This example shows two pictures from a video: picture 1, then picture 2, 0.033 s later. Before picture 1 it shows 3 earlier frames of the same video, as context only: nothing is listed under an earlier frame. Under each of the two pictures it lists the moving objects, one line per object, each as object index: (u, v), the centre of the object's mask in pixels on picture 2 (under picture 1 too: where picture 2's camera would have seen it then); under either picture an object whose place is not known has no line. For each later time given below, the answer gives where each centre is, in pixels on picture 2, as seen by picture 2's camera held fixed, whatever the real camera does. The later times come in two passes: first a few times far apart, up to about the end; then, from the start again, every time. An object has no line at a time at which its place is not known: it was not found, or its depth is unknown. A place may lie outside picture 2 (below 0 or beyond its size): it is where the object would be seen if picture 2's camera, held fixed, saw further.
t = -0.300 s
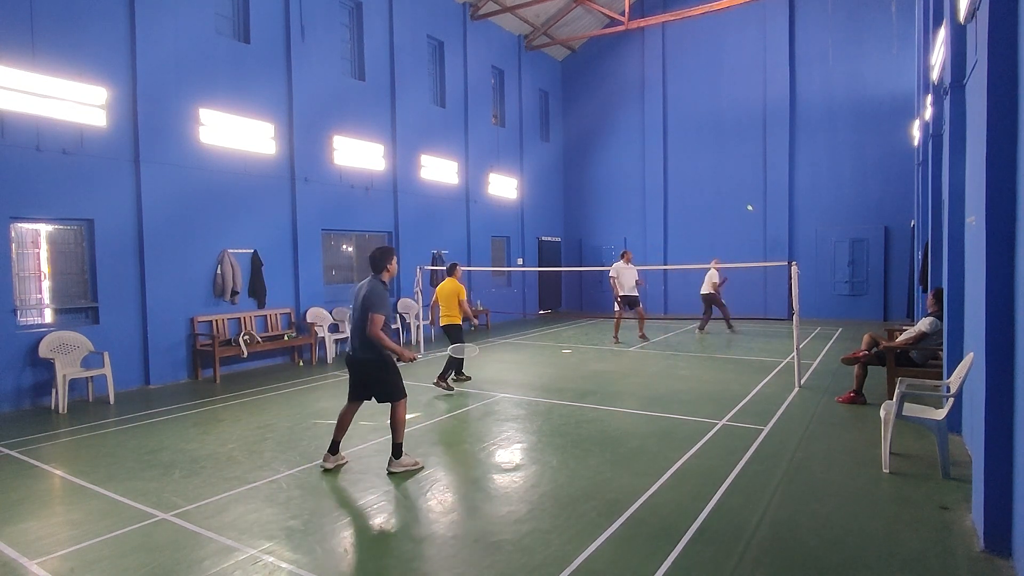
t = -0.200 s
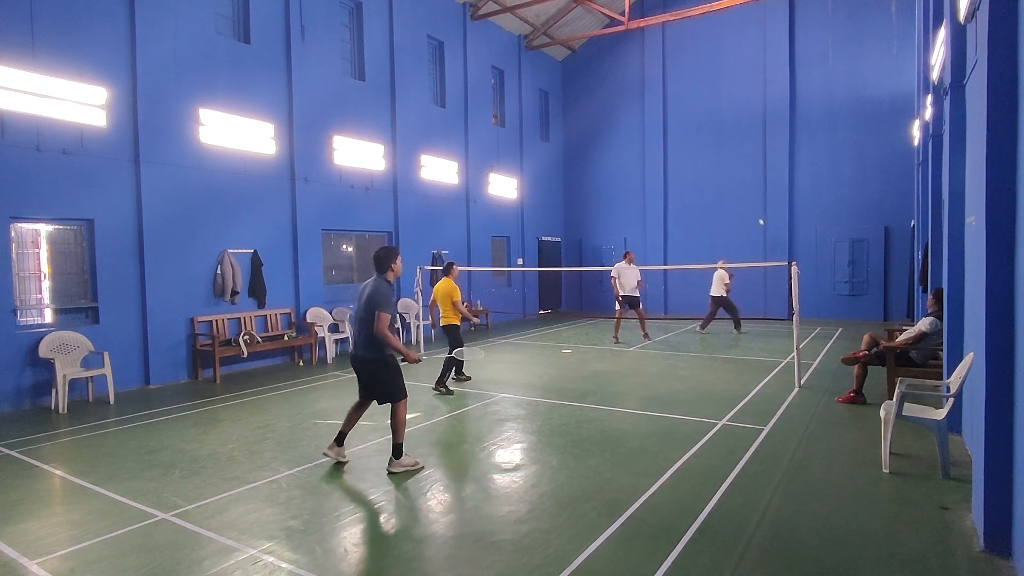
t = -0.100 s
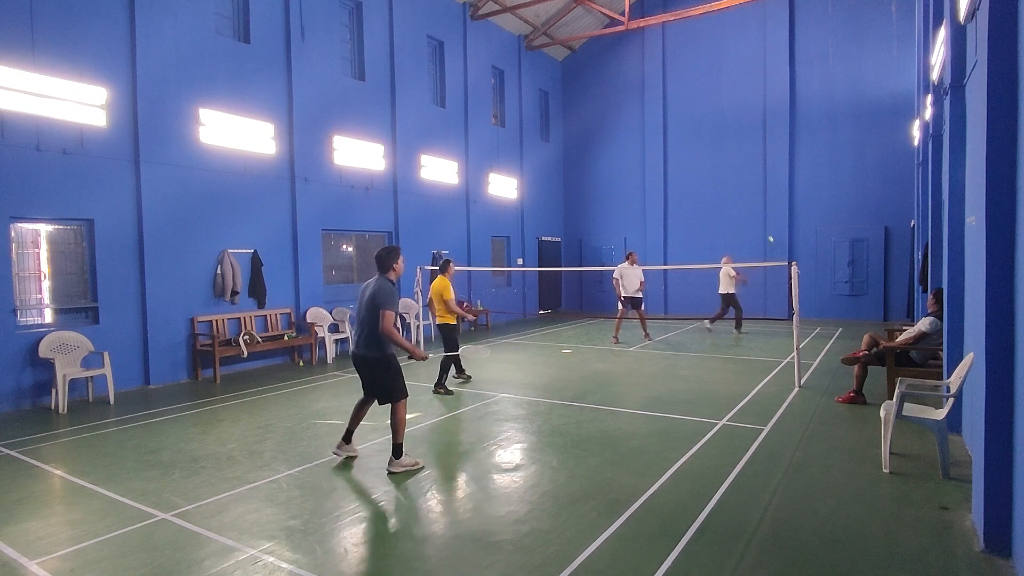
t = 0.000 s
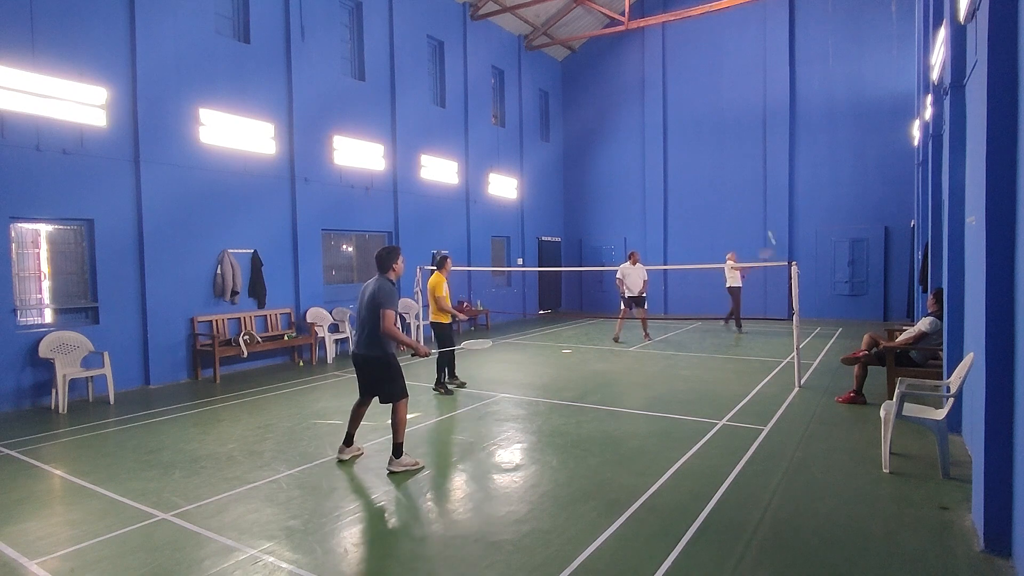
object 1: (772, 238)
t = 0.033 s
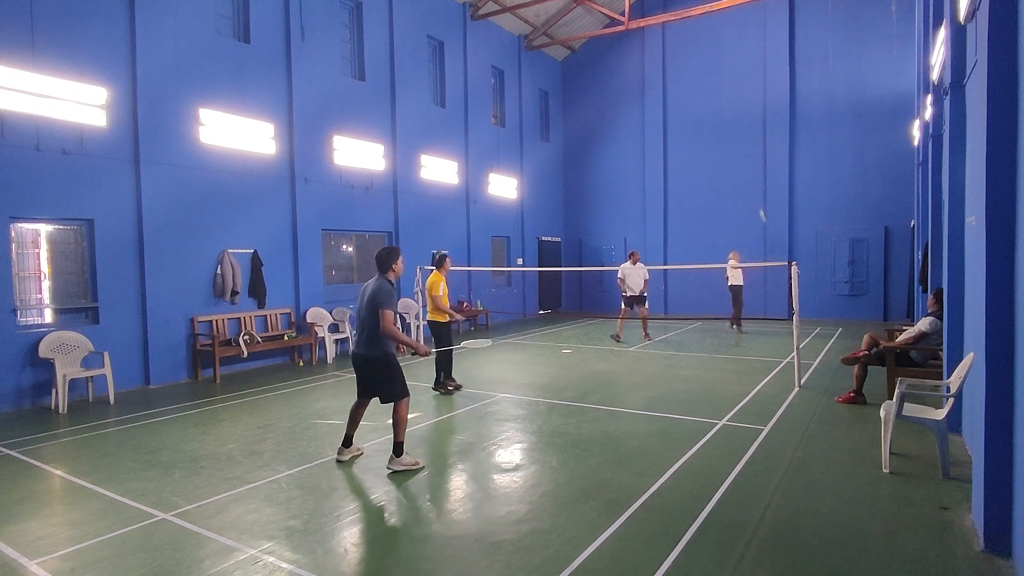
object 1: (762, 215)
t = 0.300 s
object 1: (709, 104)
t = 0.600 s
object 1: (653, 47)
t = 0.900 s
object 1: (593, 74)
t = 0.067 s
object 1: (755, 198)
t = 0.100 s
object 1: (748, 181)
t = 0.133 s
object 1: (741, 166)
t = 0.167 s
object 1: (734, 152)
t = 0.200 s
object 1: (728, 138)
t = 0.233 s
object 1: (721, 125)
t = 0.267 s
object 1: (715, 114)
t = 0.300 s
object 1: (709, 104)
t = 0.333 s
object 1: (702, 93)
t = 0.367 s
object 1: (696, 85)
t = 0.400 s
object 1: (690, 77)
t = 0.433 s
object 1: (684, 70)
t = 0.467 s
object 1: (678, 64)
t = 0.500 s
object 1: (671, 58)
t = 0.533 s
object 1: (665, 54)
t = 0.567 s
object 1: (659, 50)
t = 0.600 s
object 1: (653, 47)
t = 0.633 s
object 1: (646, 46)
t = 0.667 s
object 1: (640, 45)
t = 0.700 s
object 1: (634, 46)
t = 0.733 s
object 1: (627, 48)
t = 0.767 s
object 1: (620, 50)
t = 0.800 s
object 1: (614, 54)
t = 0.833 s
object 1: (606, 60)
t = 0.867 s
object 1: (600, 66)
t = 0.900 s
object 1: (593, 74)
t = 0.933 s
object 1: (586, 83)
